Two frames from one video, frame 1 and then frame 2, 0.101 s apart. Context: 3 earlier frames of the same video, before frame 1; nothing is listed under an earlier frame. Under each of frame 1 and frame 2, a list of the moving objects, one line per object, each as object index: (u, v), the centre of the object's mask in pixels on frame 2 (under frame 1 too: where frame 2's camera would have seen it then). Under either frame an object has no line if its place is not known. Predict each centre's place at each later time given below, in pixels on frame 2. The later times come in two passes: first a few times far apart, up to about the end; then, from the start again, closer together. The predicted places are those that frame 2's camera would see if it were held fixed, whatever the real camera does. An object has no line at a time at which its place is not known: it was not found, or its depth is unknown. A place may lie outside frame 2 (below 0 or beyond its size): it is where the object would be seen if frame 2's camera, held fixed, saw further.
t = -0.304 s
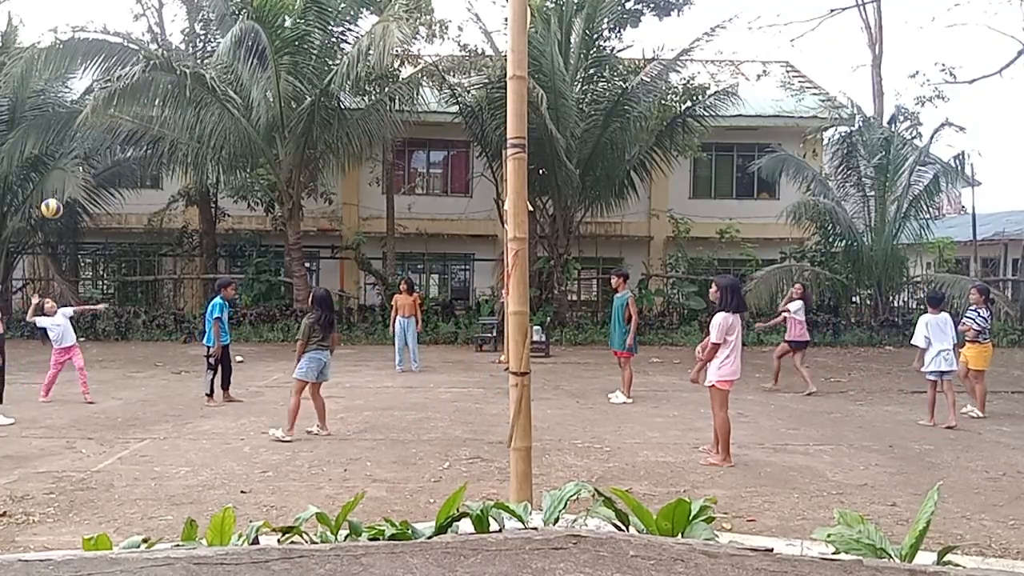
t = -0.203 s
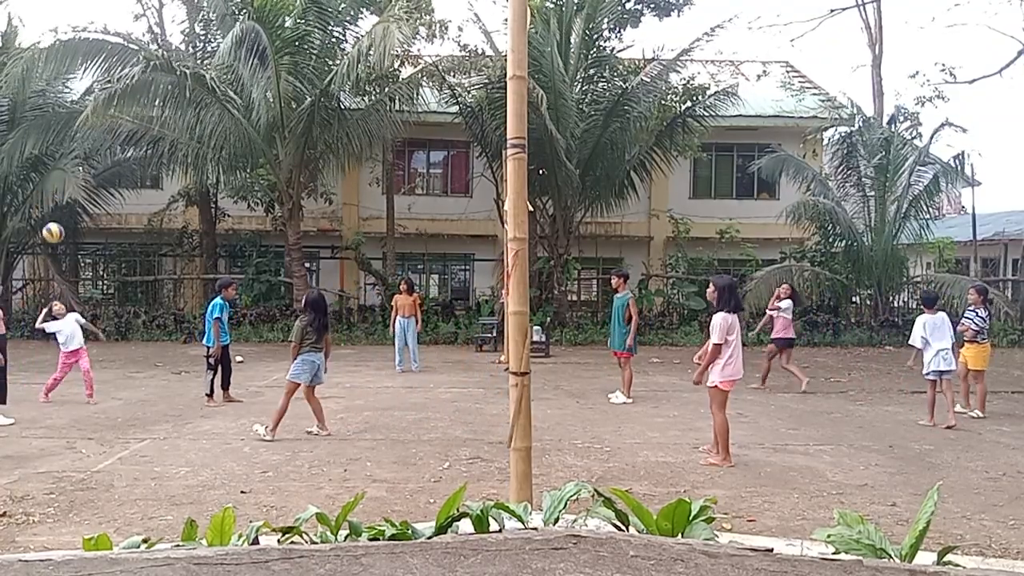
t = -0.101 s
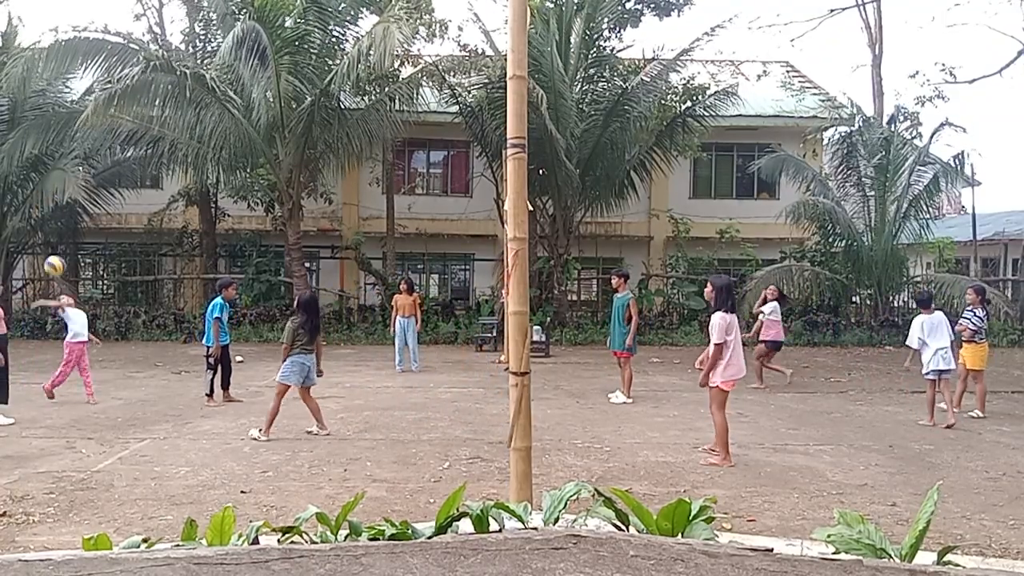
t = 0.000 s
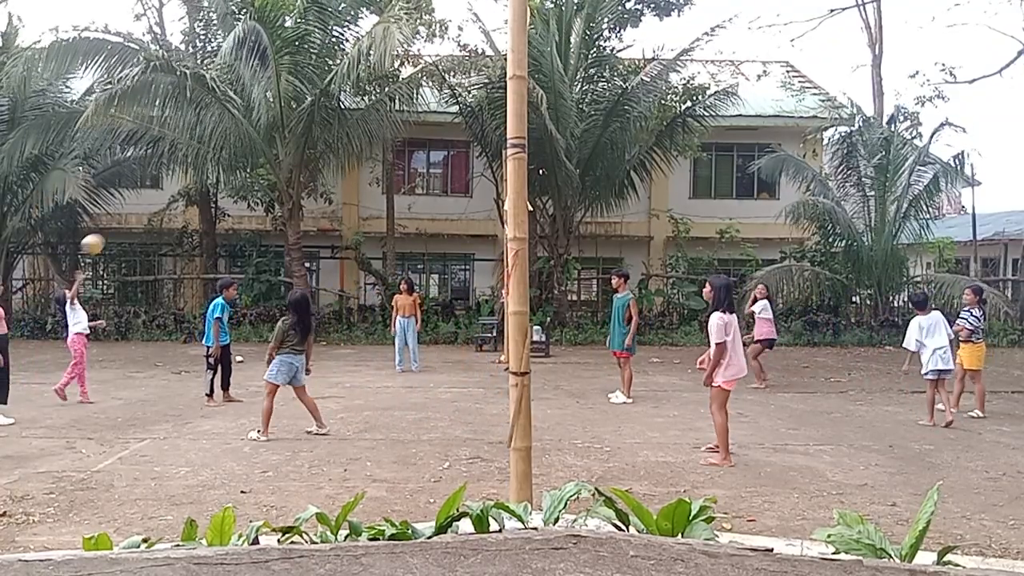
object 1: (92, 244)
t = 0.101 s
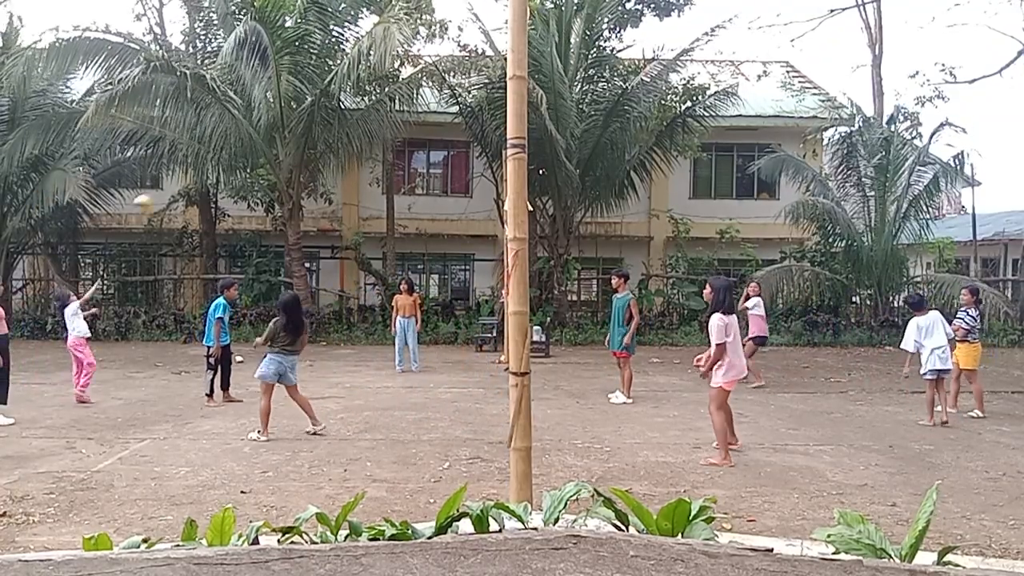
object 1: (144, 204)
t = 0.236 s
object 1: (210, 164)
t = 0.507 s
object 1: (340, 137)
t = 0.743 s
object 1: (445, 163)
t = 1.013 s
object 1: (552, 247)
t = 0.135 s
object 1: (161, 192)
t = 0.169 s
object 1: (178, 182)
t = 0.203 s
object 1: (195, 172)
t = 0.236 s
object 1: (210, 164)
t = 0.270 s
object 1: (228, 158)
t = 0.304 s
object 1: (244, 152)
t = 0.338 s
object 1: (260, 147)
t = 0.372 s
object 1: (277, 143)
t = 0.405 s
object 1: (292, 140)
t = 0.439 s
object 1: (309, 138)
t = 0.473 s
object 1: (324, 137)
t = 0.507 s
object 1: (340, 137)
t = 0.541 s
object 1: (355, 138)
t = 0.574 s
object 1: (370, 140)
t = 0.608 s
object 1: (385, 143)
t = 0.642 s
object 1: (400, 147)
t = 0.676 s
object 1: (413, 151)
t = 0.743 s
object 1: (445, 163)
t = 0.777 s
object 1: (458, 171)
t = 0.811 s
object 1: (471, 179)
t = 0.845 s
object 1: (485, 187)
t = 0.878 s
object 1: (498, 198)
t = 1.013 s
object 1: (552, 247)
